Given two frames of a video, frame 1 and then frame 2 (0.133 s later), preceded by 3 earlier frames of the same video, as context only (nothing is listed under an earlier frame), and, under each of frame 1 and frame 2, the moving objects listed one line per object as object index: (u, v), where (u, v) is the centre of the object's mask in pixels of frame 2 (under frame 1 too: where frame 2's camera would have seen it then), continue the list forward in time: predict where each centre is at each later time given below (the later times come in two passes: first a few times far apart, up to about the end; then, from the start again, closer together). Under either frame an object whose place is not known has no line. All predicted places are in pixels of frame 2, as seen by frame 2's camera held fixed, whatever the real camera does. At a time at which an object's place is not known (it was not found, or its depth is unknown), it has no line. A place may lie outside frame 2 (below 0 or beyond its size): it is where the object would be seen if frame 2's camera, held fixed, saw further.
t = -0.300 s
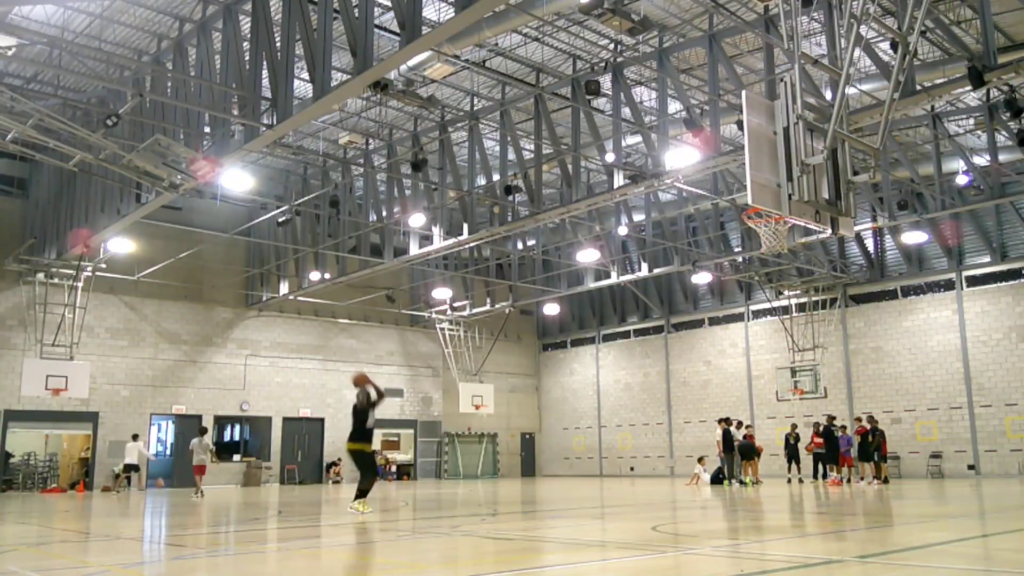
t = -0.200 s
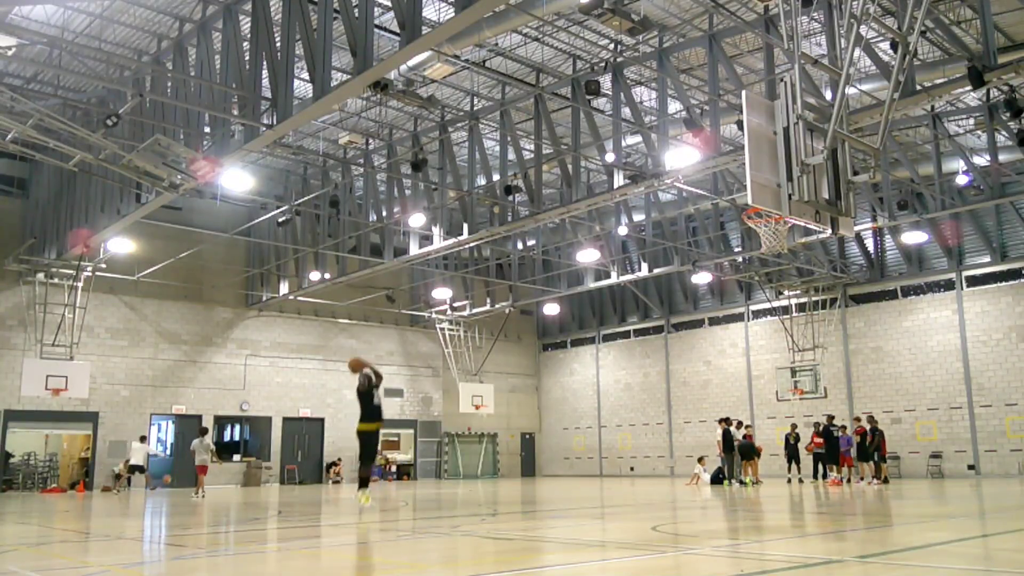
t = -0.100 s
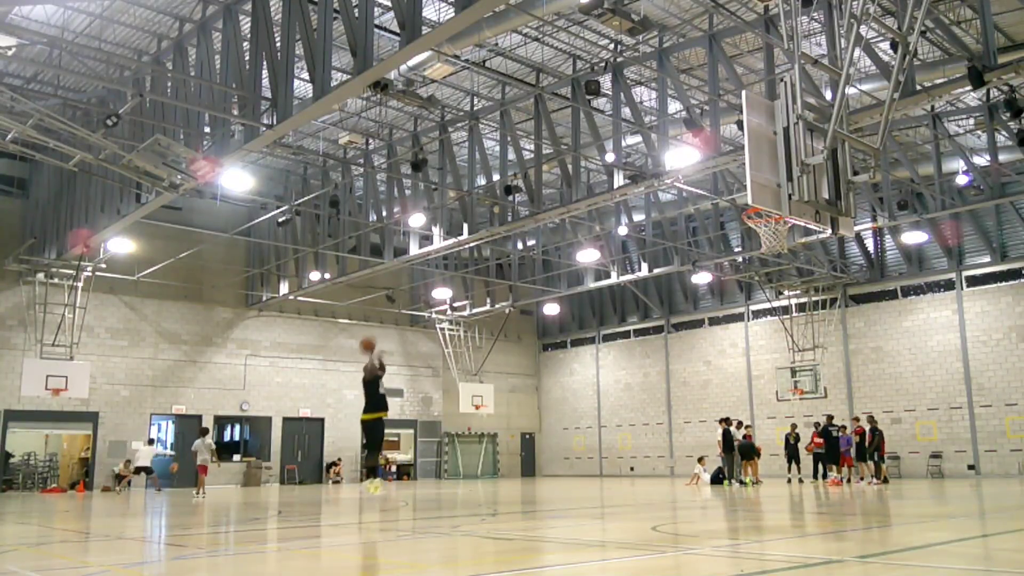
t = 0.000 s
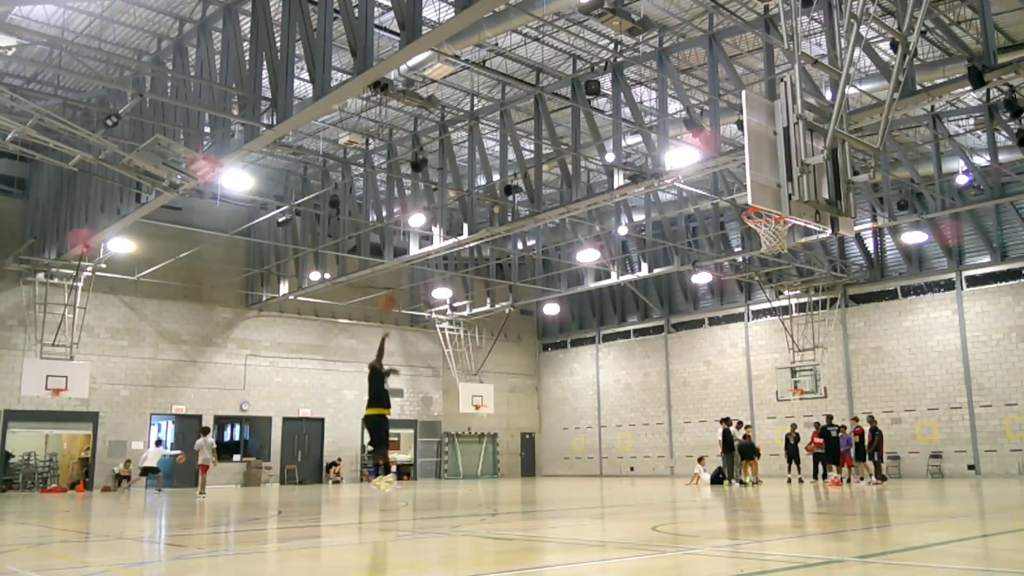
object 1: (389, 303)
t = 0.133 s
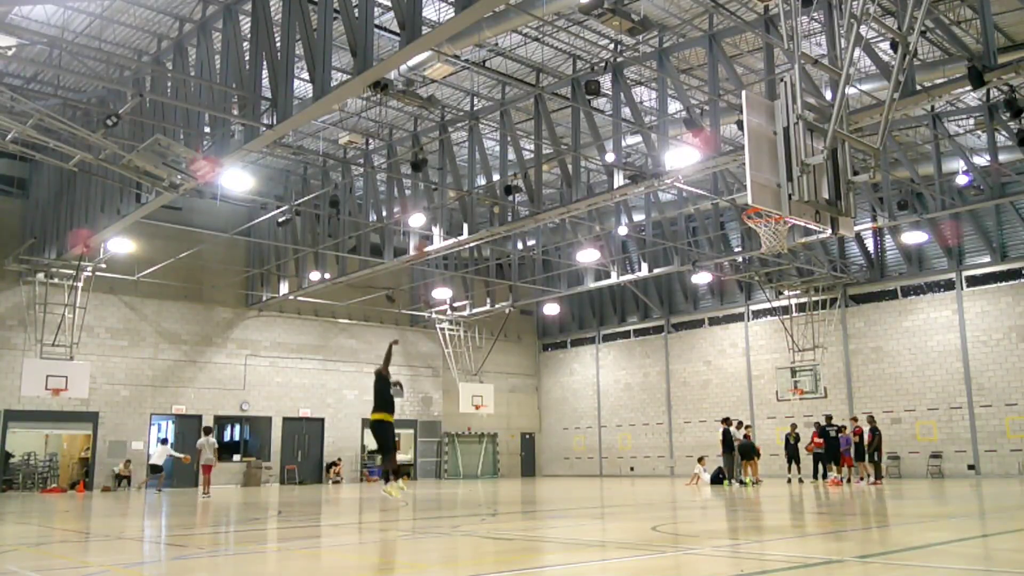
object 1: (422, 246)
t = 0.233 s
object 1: (446, 214)
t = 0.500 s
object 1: (517, 150)
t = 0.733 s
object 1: (593, 130)
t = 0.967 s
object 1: (677, 147)
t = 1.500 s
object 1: (774, 247)
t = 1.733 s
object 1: (756, 313)
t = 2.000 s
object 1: (742, 455)
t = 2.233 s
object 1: (717, 448)
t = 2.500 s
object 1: (685, 385)
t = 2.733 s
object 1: (660, 385)
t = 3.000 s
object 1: (635, 447)
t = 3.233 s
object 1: (615, 485)
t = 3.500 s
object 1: (591, 438)
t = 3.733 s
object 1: (573, 454)
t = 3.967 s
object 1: (555, 508)
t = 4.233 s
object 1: (532, 469)
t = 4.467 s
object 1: (513, 492)
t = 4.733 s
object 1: (490, 490)
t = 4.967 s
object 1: (470, 503)
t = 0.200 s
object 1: (436, 224)
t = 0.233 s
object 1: (446, 214)
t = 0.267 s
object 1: (454, 204)
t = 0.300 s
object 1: (462, 195)
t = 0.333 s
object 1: (470, 187)
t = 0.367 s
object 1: (480, 177)
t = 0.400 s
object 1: (488, 171)
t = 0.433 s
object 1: (498, 163)
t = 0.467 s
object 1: (508, 157)
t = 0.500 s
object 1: (517, 150)
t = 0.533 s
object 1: (529, 145)
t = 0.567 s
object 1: (538, 140)
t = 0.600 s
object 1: (549, 137)
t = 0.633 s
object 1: (558, 135)
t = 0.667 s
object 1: (570, 132)
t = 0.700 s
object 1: (580, 131)
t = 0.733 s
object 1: (593, 130)
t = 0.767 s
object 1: (603, 130)
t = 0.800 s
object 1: (614, 130)
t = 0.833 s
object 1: (628, 132)
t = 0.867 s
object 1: (640, 134)
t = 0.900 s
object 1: (653, 141)
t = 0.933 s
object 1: (664, 143)
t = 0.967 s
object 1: (677, 147)
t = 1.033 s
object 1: (708, 169)
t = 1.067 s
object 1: (724, 181)
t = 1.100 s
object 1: (736, 189)
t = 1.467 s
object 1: (778, 242)
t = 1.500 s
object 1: (774, 247)
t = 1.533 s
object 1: (771, 255)
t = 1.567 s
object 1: (769, 261)
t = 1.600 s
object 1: (766, 270)
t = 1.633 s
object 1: (762, 278)
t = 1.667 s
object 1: (760, 287)
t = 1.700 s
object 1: (757, 299)
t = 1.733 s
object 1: (756, 313)
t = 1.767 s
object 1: (754, 328)
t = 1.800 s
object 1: (751, 342)
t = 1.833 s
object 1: (749, 357)
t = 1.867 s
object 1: (748, 373)
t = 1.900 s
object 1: (746, 392)
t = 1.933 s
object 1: (744, 409)
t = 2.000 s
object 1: (742, 455)
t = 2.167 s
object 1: (727, 474)
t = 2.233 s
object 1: (717, 448)
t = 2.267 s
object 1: (712, 436)
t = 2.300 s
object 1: (709, 426)
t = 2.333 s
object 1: (704, 416)
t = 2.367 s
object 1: (700, 408)
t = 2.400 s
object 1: (696, 400)
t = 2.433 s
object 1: (692, 394)
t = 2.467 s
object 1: (688, 389)
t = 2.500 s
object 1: (685, 385)
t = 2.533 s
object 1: (681, 382)
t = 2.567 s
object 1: (677, 380)
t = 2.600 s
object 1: (674, 379)
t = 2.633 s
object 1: (671, 379)
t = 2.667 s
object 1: (667, 380)
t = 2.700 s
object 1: (664, 381)
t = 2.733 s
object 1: (660, 385)
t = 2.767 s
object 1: (657, 389)
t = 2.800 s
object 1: (654, 394)
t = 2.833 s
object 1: (651, 400)
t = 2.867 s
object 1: (648, 407)
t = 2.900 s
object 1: (645, 415)
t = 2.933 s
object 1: (641, 425)
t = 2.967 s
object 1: (639, 435)
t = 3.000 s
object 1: (635, 447)
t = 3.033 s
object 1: (633, 460)
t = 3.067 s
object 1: (629, 474)
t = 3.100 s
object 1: (627, 489)
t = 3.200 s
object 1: (618, 495)
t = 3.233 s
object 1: (615, 485)
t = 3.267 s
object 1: (611, 474)
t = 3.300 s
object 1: (608, 467)
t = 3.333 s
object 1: (605, 459)
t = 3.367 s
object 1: (603, 453)
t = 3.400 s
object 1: (600, 448)
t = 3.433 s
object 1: (597, 444)
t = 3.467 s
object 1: (594, 441)
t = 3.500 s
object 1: (591, 438)
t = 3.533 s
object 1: (589, 437)
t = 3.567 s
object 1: (586, 438)
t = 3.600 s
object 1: (584, 439)
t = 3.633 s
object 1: (581, 441)
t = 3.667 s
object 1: (578, 444)
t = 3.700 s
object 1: (576, 448)
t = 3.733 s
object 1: (573, 454)
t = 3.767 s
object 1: (571, 460)
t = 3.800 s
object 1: (568, 467)
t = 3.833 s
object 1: (565, 476)
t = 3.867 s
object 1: (563, 487)
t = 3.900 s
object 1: (560, 498)
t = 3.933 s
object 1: (558, 509)
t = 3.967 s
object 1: (555, 508)
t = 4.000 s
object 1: (552, 500)
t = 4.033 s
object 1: (549, 492)
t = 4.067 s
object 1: (547, 486)
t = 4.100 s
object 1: (544, 480)
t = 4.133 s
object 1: (541, 476)
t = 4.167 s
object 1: (538, 472)
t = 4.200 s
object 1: (535, 471)
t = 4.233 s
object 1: (532, 469)
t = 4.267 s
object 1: (530, 469)
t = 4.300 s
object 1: (527, 470)
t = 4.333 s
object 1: (525, 473)
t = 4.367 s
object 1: (522, 475)
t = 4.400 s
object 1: (519, 480)
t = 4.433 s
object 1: (516, 485)
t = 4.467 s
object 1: (513, 492)
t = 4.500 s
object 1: (510, 499)
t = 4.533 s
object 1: (508, 508)
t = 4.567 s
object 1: (505, 513)
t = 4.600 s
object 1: (502, 506)
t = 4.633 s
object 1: (499, 501)
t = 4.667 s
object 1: (496, 496)
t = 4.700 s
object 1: (493, 493)
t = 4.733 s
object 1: (490, 490)
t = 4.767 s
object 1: (487, 489)
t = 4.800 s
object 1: (485, 489)
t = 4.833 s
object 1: (482, 489)
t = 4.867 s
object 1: (479, 491)
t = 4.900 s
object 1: (476, 494)
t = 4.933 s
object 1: (473, 498)
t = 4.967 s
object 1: (470, 503)
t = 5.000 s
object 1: (467, 509)
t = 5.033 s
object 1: (464, 515)
